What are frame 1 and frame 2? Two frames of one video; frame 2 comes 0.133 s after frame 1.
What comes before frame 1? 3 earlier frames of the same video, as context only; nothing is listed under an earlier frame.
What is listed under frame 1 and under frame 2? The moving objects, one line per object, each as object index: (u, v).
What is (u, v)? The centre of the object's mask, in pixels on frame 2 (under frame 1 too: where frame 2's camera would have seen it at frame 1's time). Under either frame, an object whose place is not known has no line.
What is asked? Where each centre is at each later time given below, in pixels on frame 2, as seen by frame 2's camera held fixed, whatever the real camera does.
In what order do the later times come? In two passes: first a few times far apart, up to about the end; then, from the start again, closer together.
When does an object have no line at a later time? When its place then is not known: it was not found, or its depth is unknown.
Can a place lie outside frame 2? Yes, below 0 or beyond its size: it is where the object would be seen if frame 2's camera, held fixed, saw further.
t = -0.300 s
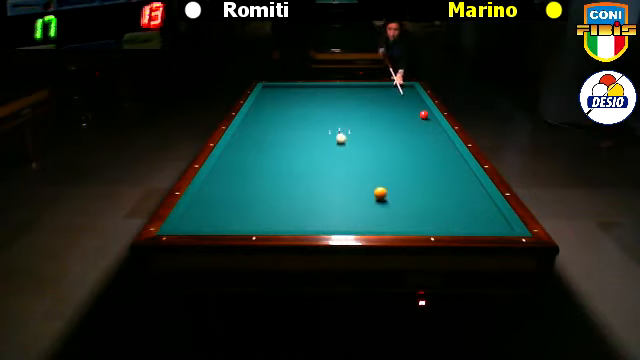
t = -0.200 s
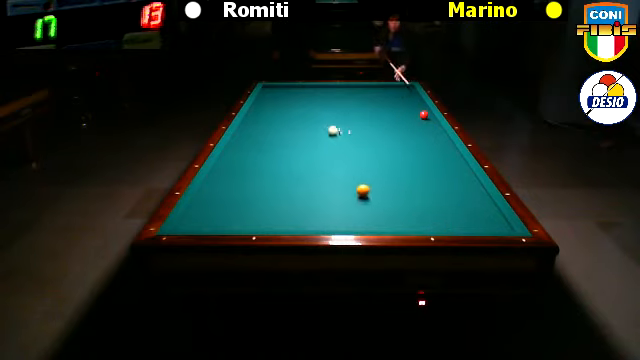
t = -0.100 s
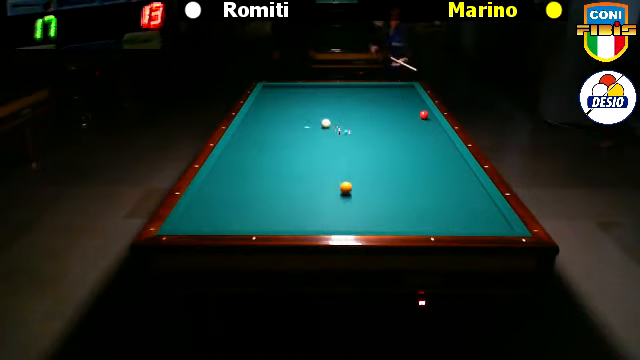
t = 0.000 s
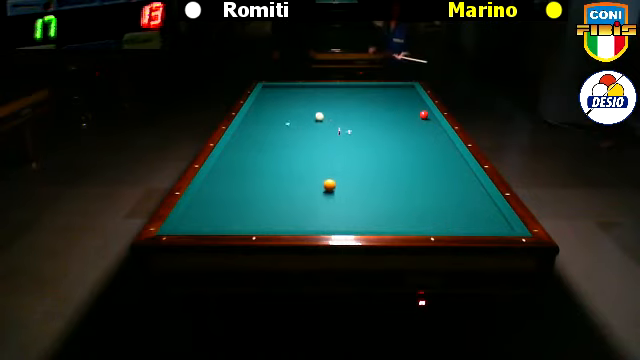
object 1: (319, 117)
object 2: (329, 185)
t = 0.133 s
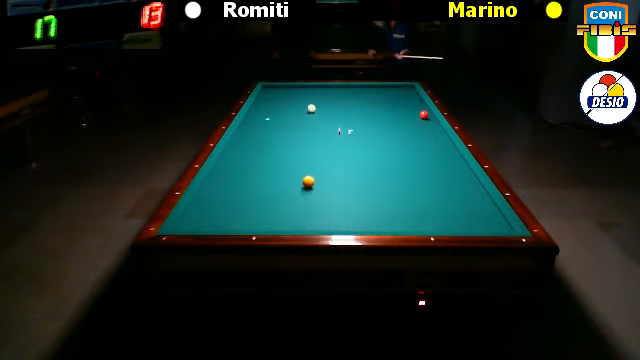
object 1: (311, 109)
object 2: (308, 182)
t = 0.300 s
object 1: (303, 100)
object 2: (282, 178)
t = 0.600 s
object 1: (290, 86)
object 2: (240, 171)
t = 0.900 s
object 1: (285, 92)
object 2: (228, 166)
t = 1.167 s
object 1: (281, 99)
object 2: (248, 165)
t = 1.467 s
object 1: (277, 107)
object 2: (270, 163)
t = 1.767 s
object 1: (272, 116)
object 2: (290, 161)
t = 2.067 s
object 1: (267, 125)
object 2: (309, 160)
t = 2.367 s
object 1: (261, 136)
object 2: (327, 158)
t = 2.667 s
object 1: (254, 148)
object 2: (345, 157)
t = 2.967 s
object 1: (247, 162)
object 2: (361, 155)
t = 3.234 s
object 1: (239, 176)
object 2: (374, 154)
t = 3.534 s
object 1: (230, 194)
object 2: (389, 153)
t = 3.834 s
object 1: (219, 215)
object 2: (403, 151)
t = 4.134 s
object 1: (214, 222)
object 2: (416, 150)
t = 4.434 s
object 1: (219, 210)
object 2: (428, 149)
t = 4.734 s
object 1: (224, 199)
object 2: (439, 149)
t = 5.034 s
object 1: (228, 188)
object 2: (449, 147)
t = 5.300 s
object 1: (231, 181)
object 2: (446, 147)
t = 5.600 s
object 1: (234, 173)
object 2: (441, 146)
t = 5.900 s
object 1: (237, 166)
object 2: (436, 146)
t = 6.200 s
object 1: (239, 159)
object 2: (431, 145)
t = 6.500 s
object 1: (242, 154)
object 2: (427, 145)
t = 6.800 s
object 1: (244, 149)
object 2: (424, 145)
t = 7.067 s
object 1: (246, 145)
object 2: (422, 145)
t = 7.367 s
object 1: (247, 140)
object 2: (420, 145)
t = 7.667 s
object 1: (248, 136)
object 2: (420, 145)
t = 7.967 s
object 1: (250, 133)
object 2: (419, 145)
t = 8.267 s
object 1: (251, 130)
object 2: (419, 145)
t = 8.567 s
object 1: (252, 127)
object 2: (419, 145)
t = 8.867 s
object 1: (253, 124)
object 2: (419, 145)
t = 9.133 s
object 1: (254, 122)
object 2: (419, 145)
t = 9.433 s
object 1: (255, 120)
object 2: (419, 145)
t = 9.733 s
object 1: (255, 118)
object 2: (419, 145)
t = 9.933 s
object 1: (256, 117)
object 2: (419, 145)
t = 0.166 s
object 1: (309, 107)
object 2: (303, 181)
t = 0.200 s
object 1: (307, 105)
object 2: (297, 180)
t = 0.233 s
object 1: (306, 103)
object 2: (292, 179)
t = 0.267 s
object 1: (304, 101)
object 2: (287, 179)
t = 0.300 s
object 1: (303, 100)
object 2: (282, 178)
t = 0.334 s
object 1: (301, 98)
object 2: (277, 177)
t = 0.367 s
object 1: (299, 97)
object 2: (273, 176)
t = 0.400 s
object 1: (298, 95)
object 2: (268, 175)
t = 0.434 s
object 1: (296, 93)
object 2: (263, 175)
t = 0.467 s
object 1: (295, 92)
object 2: (258, 174)
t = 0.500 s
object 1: (294, 91)
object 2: (254, 173)
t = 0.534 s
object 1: (292, 89)
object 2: (249, 172)
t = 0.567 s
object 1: (291, 88)
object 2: (245, 171)
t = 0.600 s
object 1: (290, 86)
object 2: (240, 171)
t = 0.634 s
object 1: (288, 85)
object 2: (236, 170)
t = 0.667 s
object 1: (288, 86)
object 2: (231, 169)
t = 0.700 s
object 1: (287, 87)
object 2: (227, 168)
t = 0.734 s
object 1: (287, 88)
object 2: (223, 168)
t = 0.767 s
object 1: (286, 89)
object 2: (218, 167)
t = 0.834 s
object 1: (286, 91)
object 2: (222, 167)
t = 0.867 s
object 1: (285, 92)
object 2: (225, 166)
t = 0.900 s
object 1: (285, 92)
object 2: (228, 166)
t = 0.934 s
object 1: (284, 93)
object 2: (231, 166)
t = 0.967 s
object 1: (284, 94)
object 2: (233, 166)
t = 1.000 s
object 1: (284, 95)
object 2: (236, 166)
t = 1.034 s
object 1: (283, 95)
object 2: (238, 166)
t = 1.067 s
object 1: (283, 96)
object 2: (241, 165)
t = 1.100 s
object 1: (282, 97)
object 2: (243, 165)
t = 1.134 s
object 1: (282, 98)
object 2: (246, 165)
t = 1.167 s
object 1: (281, 99)
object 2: (248, 165)
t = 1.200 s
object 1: (281, 100)
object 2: (251, 165)
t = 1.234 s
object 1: (280, 101)
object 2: (253, 164)
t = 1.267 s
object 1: (280, 101)
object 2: (256, 164)
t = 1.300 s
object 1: (279, 102)
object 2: (258, 164)
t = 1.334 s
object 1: (279, 103)
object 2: (260, 164)
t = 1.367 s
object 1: (279, 104)
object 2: (263, 163)
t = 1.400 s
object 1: (278, 105)
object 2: (265, 163)
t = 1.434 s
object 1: (277, 106)
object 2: (267, 163)
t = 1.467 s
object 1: (277, 107)
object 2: (270, 163)
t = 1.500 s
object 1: (276, 108)
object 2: (272, 163)
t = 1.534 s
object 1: (276, 109)
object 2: (274, 163)
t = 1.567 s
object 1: (275, 110)
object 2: (277, 162)
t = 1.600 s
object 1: (275, 111)
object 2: (279, 162)
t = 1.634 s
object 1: (274, 112)
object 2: (281, 162)
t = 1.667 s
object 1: (274, 113)
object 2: (283, 162)
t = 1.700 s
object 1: (273, 114)
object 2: (285, 162)
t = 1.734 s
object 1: (272, 115)
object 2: (288, 162)
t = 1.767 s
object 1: (272, 116)
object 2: (290, 161)
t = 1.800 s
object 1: (272, 117)
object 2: (292, 161)
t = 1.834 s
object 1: (271, 118)
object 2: (294, 161)
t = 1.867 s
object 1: (270, 119)
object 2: (296, 161)
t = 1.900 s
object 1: (270, 120)
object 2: (298, 161)
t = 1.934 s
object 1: (269, 121)
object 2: (300, 160)
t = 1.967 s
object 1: (269, 122)
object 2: (303, 160)
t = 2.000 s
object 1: (268, 123)
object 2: (305, 160)
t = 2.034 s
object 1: (267, 124)
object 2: (307, 160)
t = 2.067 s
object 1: (267, 125)
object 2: (309, 160)
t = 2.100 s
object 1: (266, 127)
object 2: (311, 160)
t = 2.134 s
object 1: (266, 128)
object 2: (313, 160)
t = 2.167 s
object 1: (265, 129)
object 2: (315, 159)
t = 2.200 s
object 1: (264, 130)
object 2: (317, 159)
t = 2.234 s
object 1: (264, 131)
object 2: (319, 159)
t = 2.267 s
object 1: (263, 133)
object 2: (321, 159)
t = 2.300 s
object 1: (262, 134)
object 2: (323, 158)
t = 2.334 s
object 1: (262, 135)
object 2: (325, 158)
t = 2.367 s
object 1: (261, 136)
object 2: (327, 158)
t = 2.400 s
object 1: (260, 138)
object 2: (329, 158)
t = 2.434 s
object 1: (260, 139)
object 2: (331, 158)
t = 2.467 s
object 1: (259, 140)
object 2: (333, 158)
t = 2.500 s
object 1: (258, 142)
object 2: (335, 157)
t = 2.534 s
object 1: (257, 143)
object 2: (337, 157)
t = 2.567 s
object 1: (257, 144)
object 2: (339, 157)
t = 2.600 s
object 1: (256, 146)
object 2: (341, 157)
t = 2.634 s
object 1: (255, 147)
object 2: (343, 157)
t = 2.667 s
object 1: (254, 148)
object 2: (345, 157)
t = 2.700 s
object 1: (254, 150)
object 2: (346, 156)
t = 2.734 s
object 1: (253, 151)
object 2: (348, 156)
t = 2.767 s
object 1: (252, 153)
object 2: (350, 156)
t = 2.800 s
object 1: (251, 154)
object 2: (352, 156)
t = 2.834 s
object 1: (250, 156)
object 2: (354, 156)
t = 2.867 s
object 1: (250, 157)
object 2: (356, 156)
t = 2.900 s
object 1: (249, 159)
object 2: (357, 156)
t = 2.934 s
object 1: (248, 160)
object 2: (359, 155)
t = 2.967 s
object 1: (247, 162)
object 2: (361, 155)
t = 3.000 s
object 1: (246, 164)
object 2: (362, 155)
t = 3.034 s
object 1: (245, 166)
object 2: (364, 155)
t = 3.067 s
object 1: (245, 167)
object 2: (366, 155)
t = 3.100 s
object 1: (243, 169)
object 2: (368, 155)
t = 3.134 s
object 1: (243, 171)
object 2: (369, 154)
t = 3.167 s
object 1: (242, 173)
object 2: (371, 154)
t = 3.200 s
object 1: (241, 175)
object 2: (373, 154)
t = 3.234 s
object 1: (239, 176)
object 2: (374, 154)
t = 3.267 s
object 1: (239, 178)
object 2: (376, 154)
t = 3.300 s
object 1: (238, 180)
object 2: (378, 154)
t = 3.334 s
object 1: (237, 182)
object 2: (379, 153)
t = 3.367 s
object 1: (236, 184)
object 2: (381, 153)
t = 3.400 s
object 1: (235, 186)
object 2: (383, 153)
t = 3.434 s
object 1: (233, 188)
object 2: (384, 153)
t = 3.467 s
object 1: (232, 190)
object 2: (386, 153)
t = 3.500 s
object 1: (231, 192)
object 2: (387, 153)
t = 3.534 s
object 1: (230, 194)
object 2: (389, 153)
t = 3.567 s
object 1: (229, 196)
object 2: (391, 152)
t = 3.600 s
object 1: (228, 198)
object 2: (392, 152)
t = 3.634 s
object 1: (227, 200)
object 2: (394, 152)
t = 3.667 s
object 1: (225, 203)
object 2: (395, 152)
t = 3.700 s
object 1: (224, 205)
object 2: (397, 152)
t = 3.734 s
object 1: (223, 207)
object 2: (398, 152)
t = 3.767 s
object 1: (222, 210)
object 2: (400, 152)
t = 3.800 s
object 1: (221, 212)
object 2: (401, 151)
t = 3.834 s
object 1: (219, 215)
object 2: (403, 151)
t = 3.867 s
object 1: (218, 217)
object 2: (404, 151)
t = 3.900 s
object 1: (217, 219)
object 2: (406, 151)
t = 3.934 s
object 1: (215, 222)
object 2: (407, 151)
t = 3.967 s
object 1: (214, 224)
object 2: (409, 151)
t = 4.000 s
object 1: (212, 226)
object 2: (410, 151)
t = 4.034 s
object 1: (212, 226)
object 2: (411, 151)
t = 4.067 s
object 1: (213, 224)
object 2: (413, 151)
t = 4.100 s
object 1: (214, 223)
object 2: (414, 150)
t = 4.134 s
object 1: (214, 222)
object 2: (416, 150)
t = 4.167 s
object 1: (215, 221)
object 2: (417, 150)
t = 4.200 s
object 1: (216, 220)
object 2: (419, 150)
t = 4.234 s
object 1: (216, 219)
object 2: (420, 150)
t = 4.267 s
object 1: (217, 217)
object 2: (421, 150)
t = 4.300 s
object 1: (217, 215)
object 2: (423, 150)
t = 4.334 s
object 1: (218, 214)
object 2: (424, 150)
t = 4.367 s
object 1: (219, 212)
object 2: (425, 150)
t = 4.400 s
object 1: (219, 211)
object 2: (427, 149)
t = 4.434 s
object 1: (219, 210)
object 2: (428, 149)
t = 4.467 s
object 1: (220, 208)
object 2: (429, 149)
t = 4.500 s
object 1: (220, 207)
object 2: (430, 149)
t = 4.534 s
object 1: (221, 206)
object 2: (432, 149)
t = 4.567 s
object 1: (221, 204)
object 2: (433, 149)
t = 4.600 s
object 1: (222, 203)
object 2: (434, 149)
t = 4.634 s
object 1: (222, 202)
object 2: (435, 149)
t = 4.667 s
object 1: (223, 201)
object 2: (437, 149)
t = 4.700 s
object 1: (224, 200)
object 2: (438, 149)
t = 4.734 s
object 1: (224, 199)
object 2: (439, 149)
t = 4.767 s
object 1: (224, 197)
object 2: (440, 148)
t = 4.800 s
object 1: (225, 196)
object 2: (442, 148)
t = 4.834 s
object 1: (225, 195)
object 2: (443, 148)
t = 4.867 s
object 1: (226, 194)
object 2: (444, 148)
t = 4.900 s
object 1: (226, 193)
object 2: (445, 148)
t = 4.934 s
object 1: (227, 192)
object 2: (446, 148)
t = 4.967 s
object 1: (227, 191)
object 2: (447, 148)
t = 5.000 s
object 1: (228, 190)
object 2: (449, 147)
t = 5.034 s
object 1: (228, 188)
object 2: (449, 147)
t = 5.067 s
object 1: (229, 187)
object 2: (451, 147)
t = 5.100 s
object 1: (229, 186)
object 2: (451, 147)
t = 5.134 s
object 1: (229, 186)
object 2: (450, 147)
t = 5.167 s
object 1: (230, 184)
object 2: (449, 147)
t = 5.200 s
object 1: (230, 184)
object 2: (448, 147)
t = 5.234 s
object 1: (230, 183)
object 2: (448, 147)
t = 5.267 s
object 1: (231, 182)
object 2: (447, 147)
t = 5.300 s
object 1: (231, 181)
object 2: (446, 147)
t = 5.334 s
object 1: (231, 180)
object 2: (446, 147)
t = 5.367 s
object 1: (231, 179)
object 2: (445, 147)
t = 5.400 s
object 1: (232, 178)
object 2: (444, 147)
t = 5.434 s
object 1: (232, 177)
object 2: (444, 147)
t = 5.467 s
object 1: (233, 176)
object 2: (443, 147)
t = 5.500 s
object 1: (233, 175)
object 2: (443, 147)
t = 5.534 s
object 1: (233, 175)
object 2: (442, 146)
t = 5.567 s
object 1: (234, 174)
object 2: (442, 146)
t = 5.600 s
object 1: (234, 173)
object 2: (441, 146)
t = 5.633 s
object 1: (234, 172)
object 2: (440, 146)
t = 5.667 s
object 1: (235, 171)
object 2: (440, 146)
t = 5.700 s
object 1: (235, 170)
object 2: (439, 146)
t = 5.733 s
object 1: (235, 170)
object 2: (438, 146)
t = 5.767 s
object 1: (236, 169)
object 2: (438, 146)
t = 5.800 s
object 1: (236, 168)
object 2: (437, 146)
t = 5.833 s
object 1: (236, 167)
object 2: (437, 146)
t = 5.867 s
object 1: (236, 167)
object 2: (436, 146)
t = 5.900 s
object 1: (237, 166)
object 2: (436, 146)
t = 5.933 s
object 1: (237, 165)
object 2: (435, 146)
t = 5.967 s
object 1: (237, 164)
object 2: (435, 146)
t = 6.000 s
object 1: (238, 164)
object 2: (434, 146)
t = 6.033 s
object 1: (238, 163)
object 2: (433, 146)
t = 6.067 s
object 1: (238, 162)
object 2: (433, 146)
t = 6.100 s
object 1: (239, 162)
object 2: (432, 146)
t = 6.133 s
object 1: (239, 161)
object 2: (432, 146)
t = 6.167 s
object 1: (239, 160)
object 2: (431, 146)
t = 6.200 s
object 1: (239, 159)
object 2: (431, 145)
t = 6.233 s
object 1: (240, 159)
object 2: (431, 145)
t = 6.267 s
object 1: (240, 158)
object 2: (430, 145)
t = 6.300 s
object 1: (240, 158)
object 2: (430, 145)
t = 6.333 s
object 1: (240, 157)
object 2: (429, 145)
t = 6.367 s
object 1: (240, 156)
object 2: (429, 145)
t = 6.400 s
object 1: (241, 156)
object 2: (429, 145)
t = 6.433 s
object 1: (241, 155)
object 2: (428, 145)
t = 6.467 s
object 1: (242, 154)
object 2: (428, 145)
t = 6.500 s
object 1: (242, 154)
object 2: (427, 145)
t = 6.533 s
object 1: (242, 153)
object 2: (427, 145)
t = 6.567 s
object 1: (242, 153)
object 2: (427, 145)
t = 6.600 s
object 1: (242, 152)
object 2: (426, 145)
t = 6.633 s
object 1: (243, 151)
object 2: (426, 145)
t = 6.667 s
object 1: (243, 151)
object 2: (426, 145)
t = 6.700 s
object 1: (243, 150)
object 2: (425, 145)
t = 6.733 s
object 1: (244, 150)
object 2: (425, 145)
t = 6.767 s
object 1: (244, 149)
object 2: (425, 145)
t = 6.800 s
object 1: (244, 149)
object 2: (424, 145)
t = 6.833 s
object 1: (244, 148)
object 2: (424, 145)
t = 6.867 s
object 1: (244, 148)
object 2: (424, 145)
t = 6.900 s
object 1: (245, 147)
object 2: (423, 145)
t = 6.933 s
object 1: (245, 147)
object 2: (423, 145)
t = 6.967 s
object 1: (245, 146)
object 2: (423, 145)
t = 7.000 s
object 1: (245, 146)
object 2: (423, 145)
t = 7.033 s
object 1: (246, 145)
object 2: (422, 145)
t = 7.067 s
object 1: (246, 145)
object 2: (422, 145)
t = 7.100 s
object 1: (246, 144)
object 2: (422, 145)
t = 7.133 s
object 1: (246, 143)
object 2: (422, 145)
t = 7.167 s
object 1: (246, 143)
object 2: (421, 145)
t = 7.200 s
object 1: (246, 143)
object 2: (421, 145)
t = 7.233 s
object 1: (247, 142)
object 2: (421, 145)
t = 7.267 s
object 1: (247, 142)
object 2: (421, 145)
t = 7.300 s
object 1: (247, 141)
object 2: (421, 145)
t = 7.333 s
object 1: (247, 141)
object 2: (421, 145)
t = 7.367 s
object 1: (247, 140)
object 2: (420, 145)
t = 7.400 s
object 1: (247, 140)
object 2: (420, 145)
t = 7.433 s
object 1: (248, 139)
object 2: (420, 145)
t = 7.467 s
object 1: (248, 139)
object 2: (420, 145)
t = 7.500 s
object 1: (248, 138)
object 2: (420, 144)
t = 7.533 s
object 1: (248, 138)
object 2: (420, 145)
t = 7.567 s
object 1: (248, 138)
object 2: (420, 145)
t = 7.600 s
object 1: (248, 137)
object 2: (420, 145)
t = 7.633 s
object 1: (248, 137)
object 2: (420, 145)
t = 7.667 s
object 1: (248, 136)
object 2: (420, 145)
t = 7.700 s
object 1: (249, 136)
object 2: (420, 145)
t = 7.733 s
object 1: (249, 135)
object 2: (419, 145)
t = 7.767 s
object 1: (249, 135)
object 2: (419, 144)
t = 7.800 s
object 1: (249, 135)
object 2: (419, 144)
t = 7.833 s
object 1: (249, 134)
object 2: (419, 144)
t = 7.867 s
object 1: (249, 134)
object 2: (419, 144)
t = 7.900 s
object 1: (250, 134)
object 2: (419, 144)
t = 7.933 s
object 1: (250, 133)
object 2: (419, 144)
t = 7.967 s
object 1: (250, 133)
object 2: (419, 145)
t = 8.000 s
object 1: (250, 133)
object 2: (419, 145)
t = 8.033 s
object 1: (250, 132)
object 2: (419, 145)
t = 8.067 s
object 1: (250, 132)
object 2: (419, 145)
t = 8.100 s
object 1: (250, 131)
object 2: (419, 145)
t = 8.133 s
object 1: (250, 131)
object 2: (419, 145)
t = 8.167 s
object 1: (251, 131)
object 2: (419, 145)
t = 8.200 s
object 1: (251, 130)
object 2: (419, 145)
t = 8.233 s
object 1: (251, 130)
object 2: (419, 145)
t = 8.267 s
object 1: (251, 130)
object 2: (419, 145)
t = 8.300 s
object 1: (251, 129)
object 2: (419, 145)
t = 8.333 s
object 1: (251, 129)
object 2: (419, 145)
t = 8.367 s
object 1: (252, 129)
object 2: (419, 145)
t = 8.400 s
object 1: (252, 128)
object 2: (419, 145)
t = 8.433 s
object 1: (252, 128)
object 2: (419, 145)
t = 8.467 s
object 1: (252, 128)
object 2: (419, 144)
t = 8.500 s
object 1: (252, 127)
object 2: (419, 144)
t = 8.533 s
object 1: (252, 127)
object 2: (419, 145)
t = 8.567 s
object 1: (252, 127)
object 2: (419, 145)
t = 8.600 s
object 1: (253, 127)
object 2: (419, 145)
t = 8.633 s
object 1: (253, 126)
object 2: (419, 145)
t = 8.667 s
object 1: (253, 126)
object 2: (419, 145)
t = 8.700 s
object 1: (253, 126)
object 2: (419, 145)
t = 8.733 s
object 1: (253, 125)
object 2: (419, 145)
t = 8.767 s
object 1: (253, 125)
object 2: (419, 145)
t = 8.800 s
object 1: (253, 125)
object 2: (419, 145)
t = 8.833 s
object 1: (253, 124)
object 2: (419, 145)
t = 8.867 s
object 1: (253, 124)
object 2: (419, 145)
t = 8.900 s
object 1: (253, 124)
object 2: (419, 145)
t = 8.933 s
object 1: (254, 124)
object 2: (419, 145)
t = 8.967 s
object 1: (254, 123)
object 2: (419, 145)
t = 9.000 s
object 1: (254, 123)
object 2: (419, 145)
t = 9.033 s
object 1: (254, 123)
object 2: (419, 145)
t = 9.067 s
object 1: (254, 123)
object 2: (419, 145)
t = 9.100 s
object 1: (254, 122)
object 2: (419, 145)
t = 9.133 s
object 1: (254, 122)
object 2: (419, 145)
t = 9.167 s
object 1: (255, 122)
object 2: (419, 145)
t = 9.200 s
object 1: (254, 122)
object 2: (419, 145)
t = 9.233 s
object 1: (255, 121)
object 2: (419, 145)
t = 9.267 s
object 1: (255, 121)
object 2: (419, 145)
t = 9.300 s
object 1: (255, 121)
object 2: (419, 145)
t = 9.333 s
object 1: (255, 121)
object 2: (419, 144)
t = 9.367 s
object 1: (255, 120)
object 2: (419, 145)
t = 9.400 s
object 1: (255, 120)
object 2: (419, 145)
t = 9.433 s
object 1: (255, 120)
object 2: (419, 145)
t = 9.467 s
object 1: (255, 120)
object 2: (419, 144)
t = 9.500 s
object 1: (255, 119)
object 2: (419, 144)
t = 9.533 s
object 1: (255, 119)
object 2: (419, 144)
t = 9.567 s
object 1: (255, 119)
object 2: (419, 144)
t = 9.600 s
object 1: (255, 119)
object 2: (419, 144)
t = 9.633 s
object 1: (255, 119)
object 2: (419, 144)
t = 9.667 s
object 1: (255, 118)
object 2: (419, 145)
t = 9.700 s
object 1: (256, 118)
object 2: (419, 144)
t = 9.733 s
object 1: (255, 118)
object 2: (419, 145)
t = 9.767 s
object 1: (256, 118)
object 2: (419, 145)
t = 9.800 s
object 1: (256, 118)
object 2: (419, 144)
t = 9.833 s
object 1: (256, 117)
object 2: (419, 145)
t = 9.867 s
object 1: (256, 117)
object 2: (419, 145)
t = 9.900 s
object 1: (256, 117)
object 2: (419, 145)
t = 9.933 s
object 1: (256, 117)
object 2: (419, 145)
